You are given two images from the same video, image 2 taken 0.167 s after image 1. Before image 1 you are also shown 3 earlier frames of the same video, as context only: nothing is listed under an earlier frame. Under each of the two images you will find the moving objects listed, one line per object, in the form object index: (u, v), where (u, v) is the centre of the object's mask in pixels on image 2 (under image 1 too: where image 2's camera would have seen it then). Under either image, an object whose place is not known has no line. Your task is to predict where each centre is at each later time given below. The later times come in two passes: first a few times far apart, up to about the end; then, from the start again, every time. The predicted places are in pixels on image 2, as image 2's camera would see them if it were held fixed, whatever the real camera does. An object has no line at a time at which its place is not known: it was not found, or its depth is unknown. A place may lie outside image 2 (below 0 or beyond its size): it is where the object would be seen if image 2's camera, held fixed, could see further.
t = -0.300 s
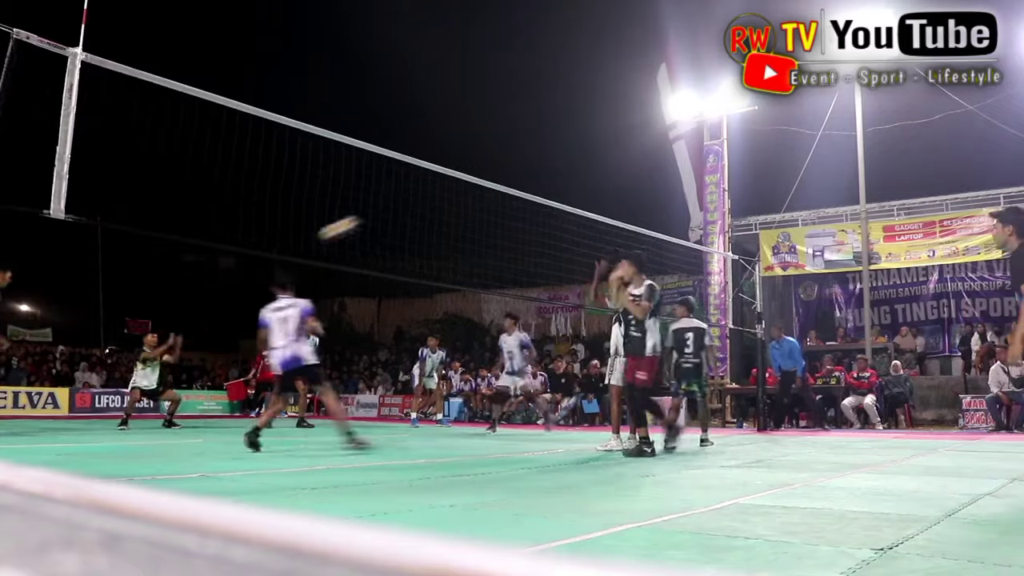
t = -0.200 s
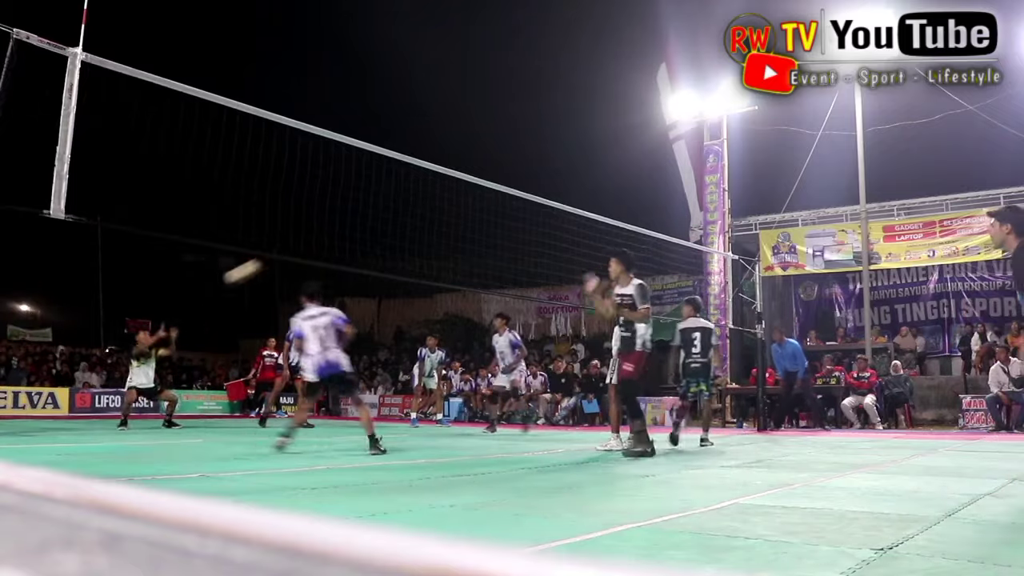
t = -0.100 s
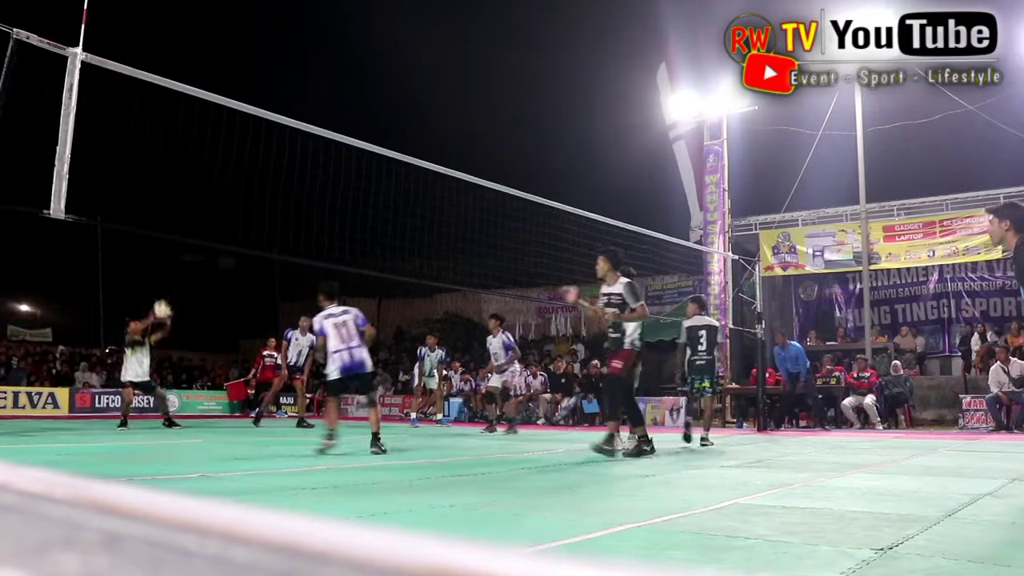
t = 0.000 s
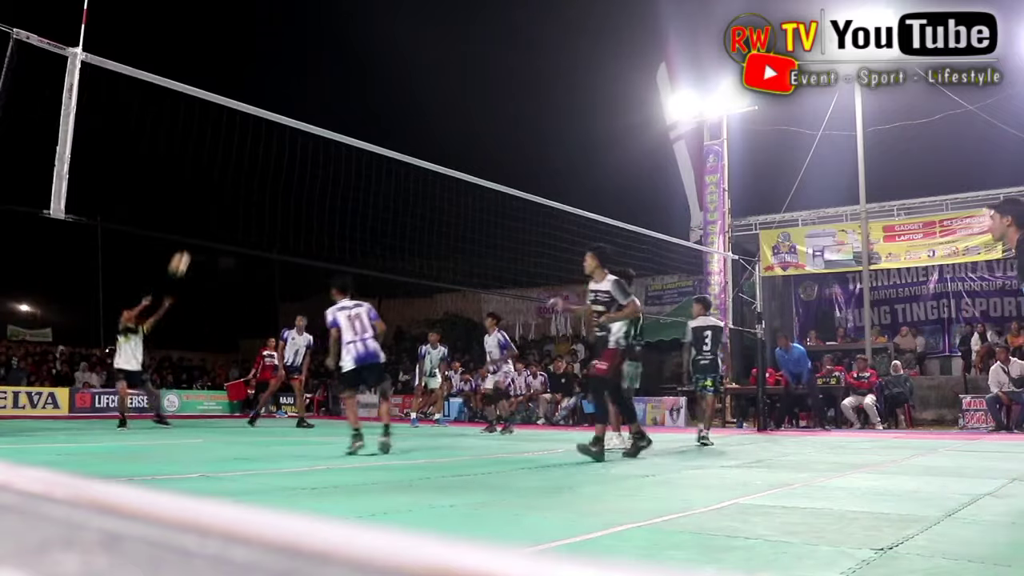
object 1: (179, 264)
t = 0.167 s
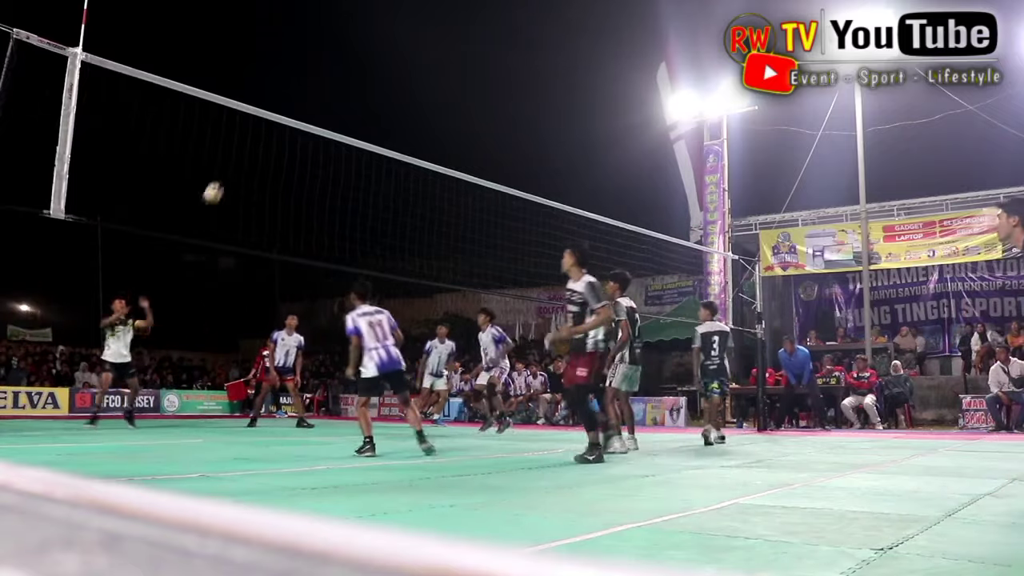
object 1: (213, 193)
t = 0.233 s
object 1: (226, 172)
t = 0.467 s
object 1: (272, 120)
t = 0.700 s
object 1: (318, 107)
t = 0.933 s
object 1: (365, 136)
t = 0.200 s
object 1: (219, 182)
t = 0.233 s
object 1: (226, 172)
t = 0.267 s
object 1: (233, 162)
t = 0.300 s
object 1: (240, 153)
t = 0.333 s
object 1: (246, 145)
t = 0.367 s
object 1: (252, 137)
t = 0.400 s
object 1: (260, 129)
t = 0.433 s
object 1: (266, 125)
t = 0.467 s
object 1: (272, 120)
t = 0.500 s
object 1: (281, 111)
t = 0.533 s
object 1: (286, 109)
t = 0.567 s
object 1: (292, 108)
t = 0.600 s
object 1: (299, 107)
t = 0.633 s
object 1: (305, 105)
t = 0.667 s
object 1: (311, 106)
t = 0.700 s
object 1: (318, 107)
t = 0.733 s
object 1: (325, 109)
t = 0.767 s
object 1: (331, 112)
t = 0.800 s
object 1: (337, 115)
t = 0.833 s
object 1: (344, 119)
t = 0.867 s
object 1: (351, 125)
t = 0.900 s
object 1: (357, 130)
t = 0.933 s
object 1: (365, 136)
